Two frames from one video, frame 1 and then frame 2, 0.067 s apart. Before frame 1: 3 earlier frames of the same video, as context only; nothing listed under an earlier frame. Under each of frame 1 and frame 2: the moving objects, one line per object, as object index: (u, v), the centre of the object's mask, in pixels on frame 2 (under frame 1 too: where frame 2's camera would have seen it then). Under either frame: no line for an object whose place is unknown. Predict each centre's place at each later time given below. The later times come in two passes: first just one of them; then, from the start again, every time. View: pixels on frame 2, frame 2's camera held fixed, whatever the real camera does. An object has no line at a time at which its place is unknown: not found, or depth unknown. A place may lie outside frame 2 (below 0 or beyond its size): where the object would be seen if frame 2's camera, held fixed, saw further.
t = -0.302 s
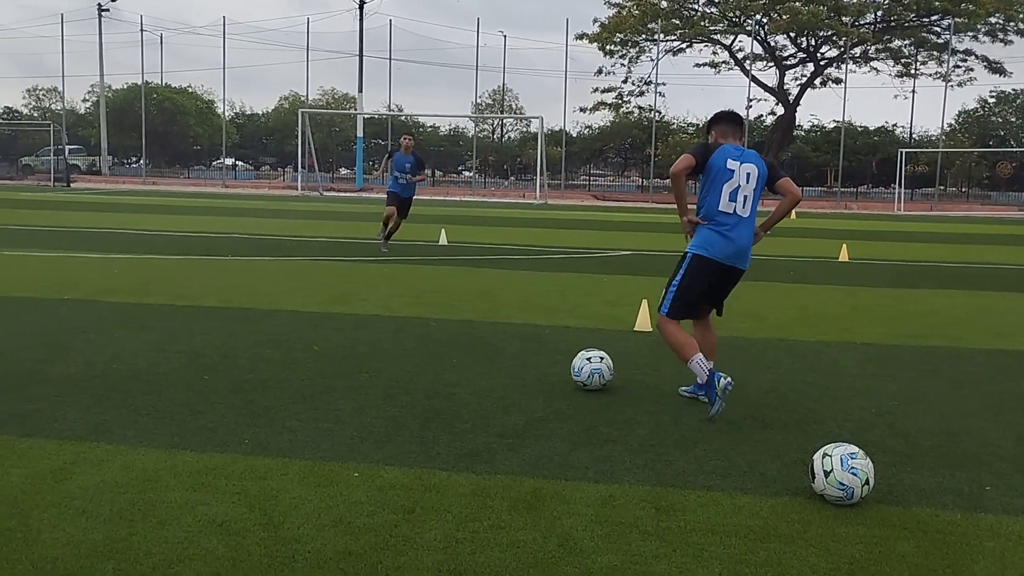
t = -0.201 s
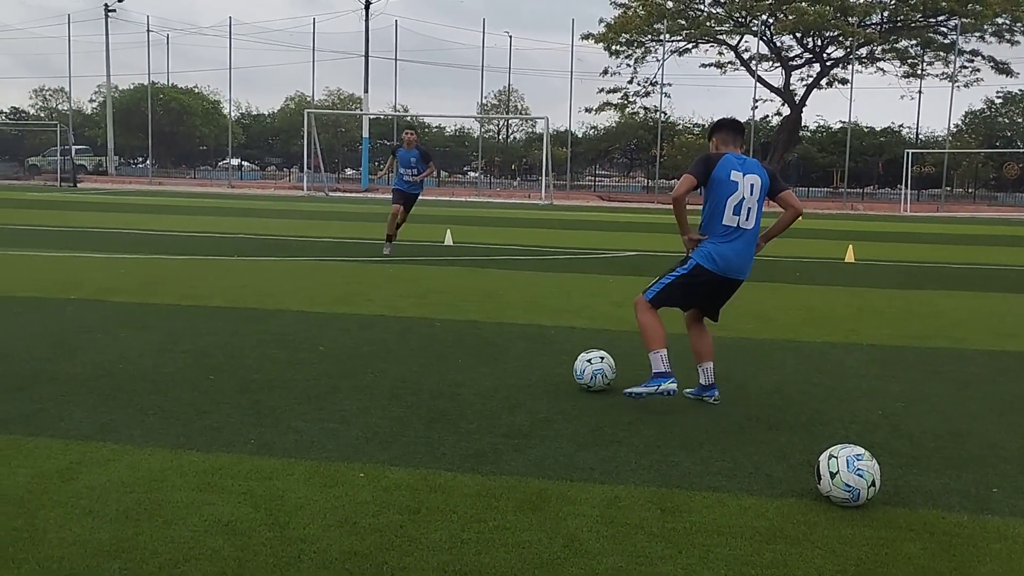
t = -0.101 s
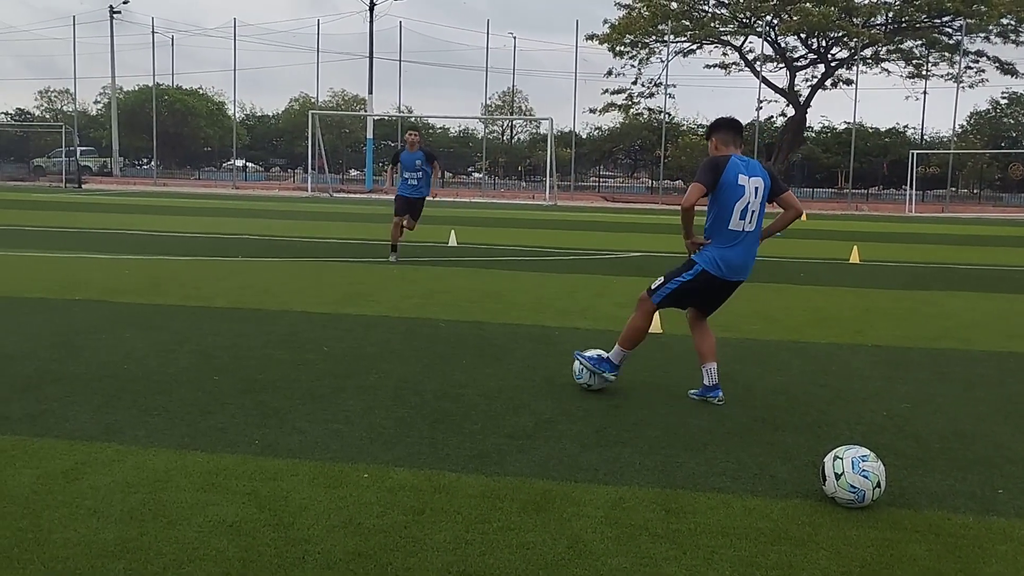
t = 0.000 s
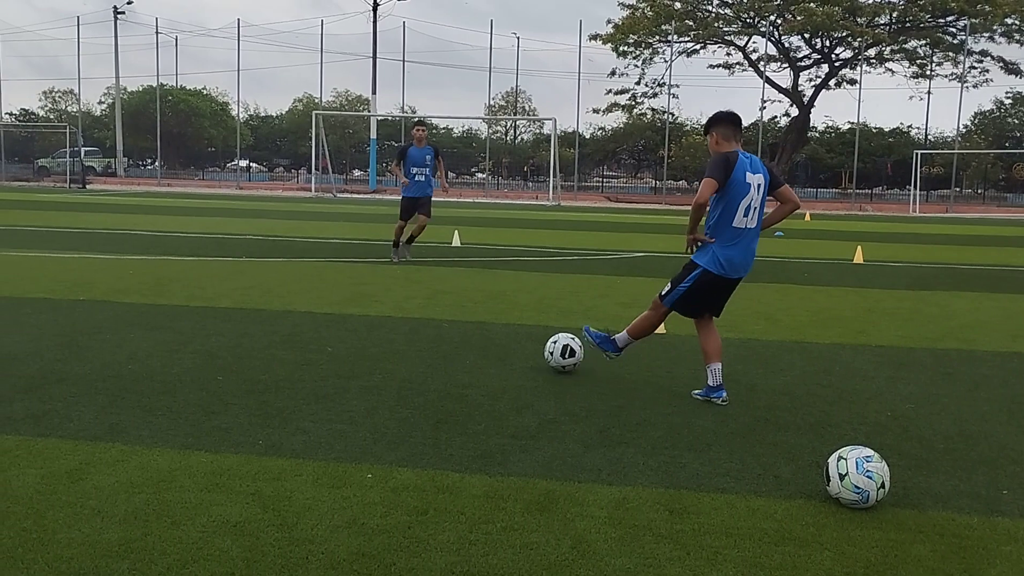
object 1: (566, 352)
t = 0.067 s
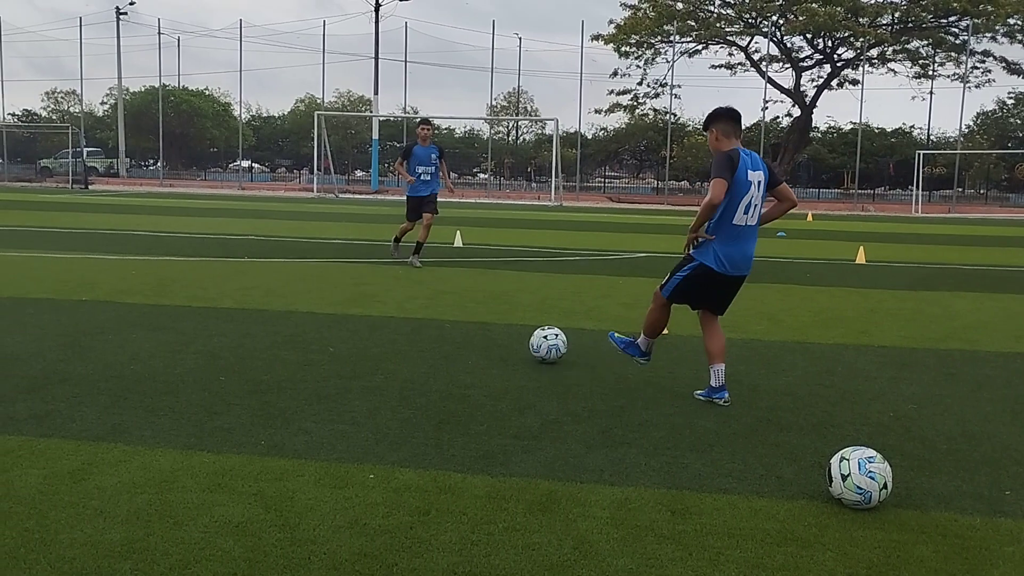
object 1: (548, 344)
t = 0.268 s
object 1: (512, 325)
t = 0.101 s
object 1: (541, 339)
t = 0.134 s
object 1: (534, 336)
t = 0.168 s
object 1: (527, 334)
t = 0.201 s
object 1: (522, 330)
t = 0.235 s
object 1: (517, 327)
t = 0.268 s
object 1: (512, 325)
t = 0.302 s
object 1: (508, 322)
